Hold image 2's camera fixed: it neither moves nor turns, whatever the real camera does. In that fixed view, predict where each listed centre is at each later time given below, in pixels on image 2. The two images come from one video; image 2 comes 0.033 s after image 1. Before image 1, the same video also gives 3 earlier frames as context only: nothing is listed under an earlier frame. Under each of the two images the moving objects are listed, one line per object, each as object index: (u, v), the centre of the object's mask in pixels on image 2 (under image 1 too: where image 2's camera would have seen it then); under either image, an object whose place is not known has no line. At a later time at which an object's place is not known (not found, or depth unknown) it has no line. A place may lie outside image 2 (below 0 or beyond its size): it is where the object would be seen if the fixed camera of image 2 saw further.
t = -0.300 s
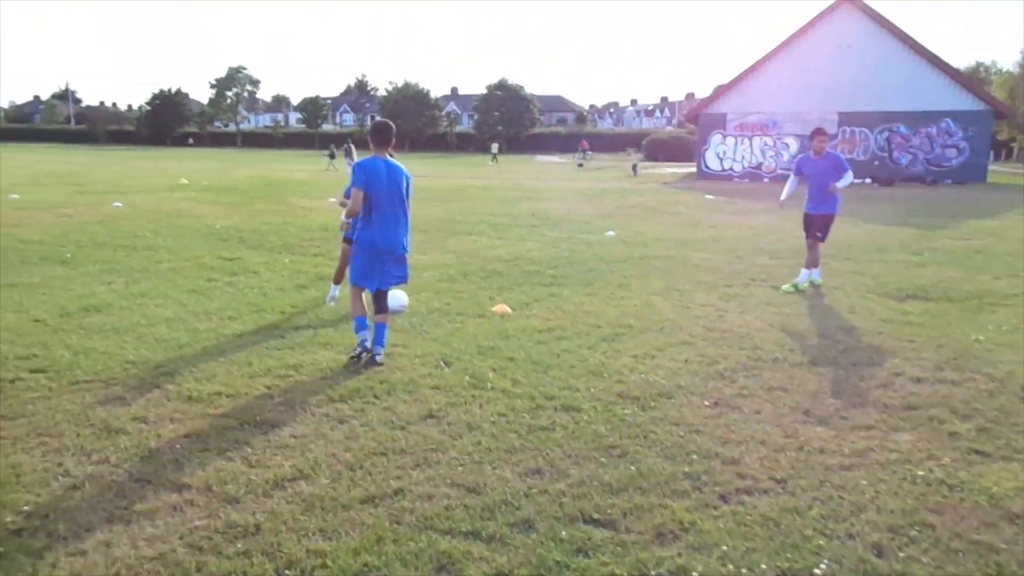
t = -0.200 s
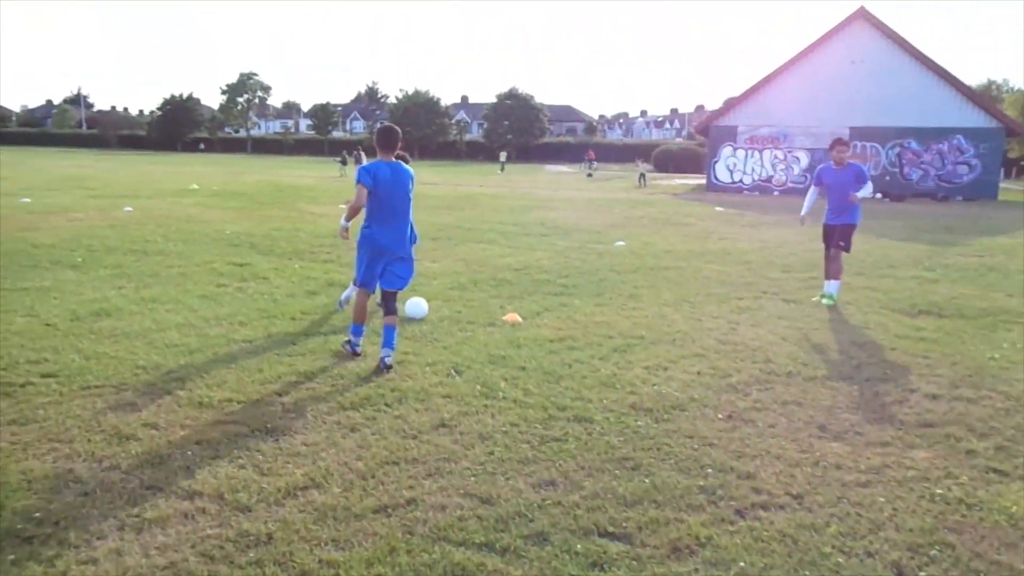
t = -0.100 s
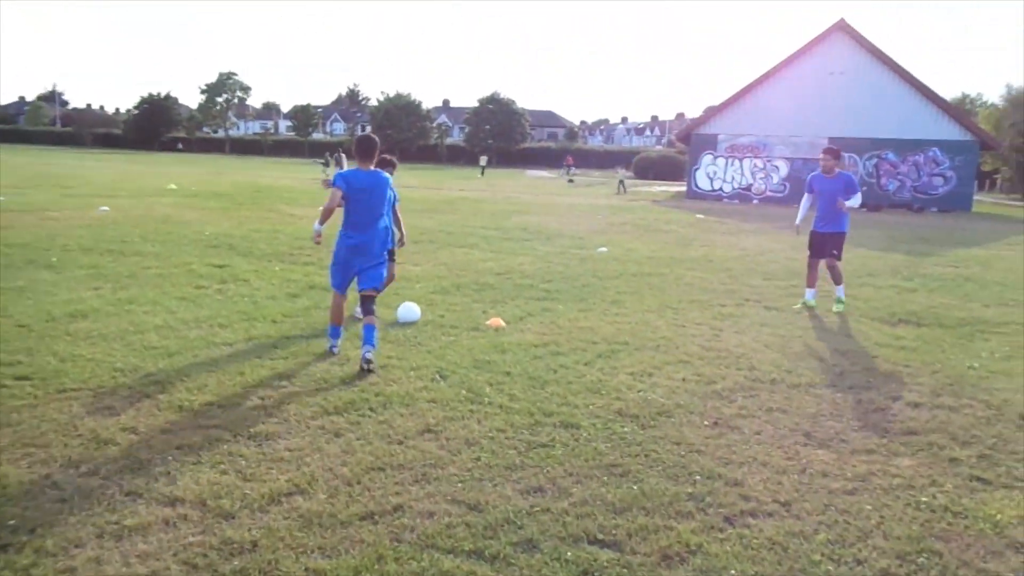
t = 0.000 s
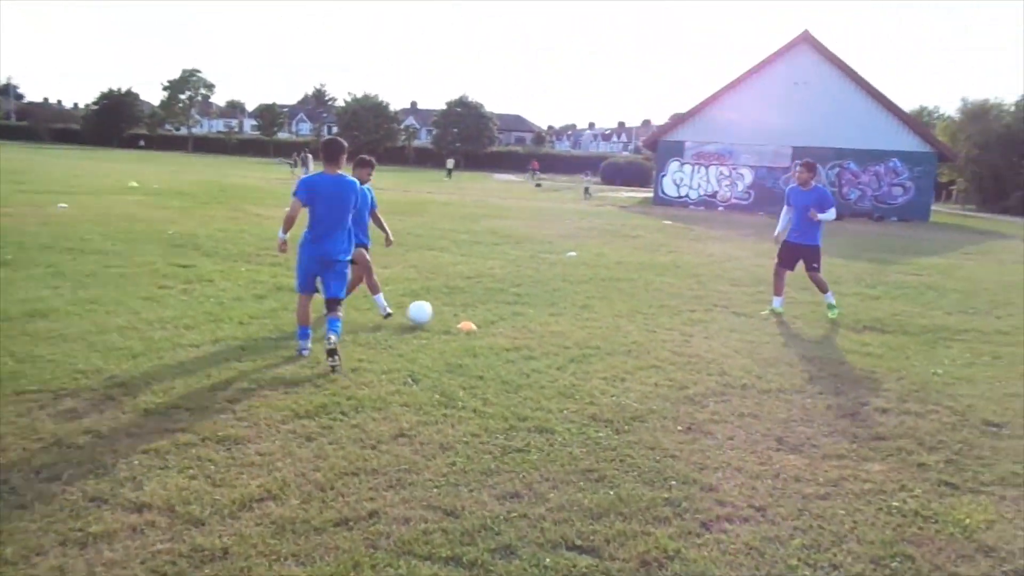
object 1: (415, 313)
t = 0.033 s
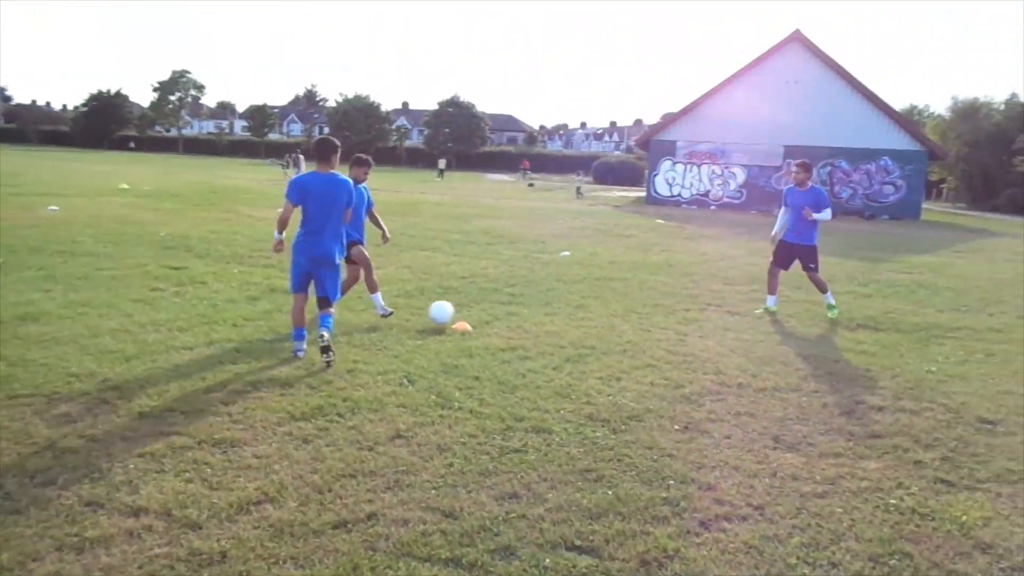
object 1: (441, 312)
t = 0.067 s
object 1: (467, 312)
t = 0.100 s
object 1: (492, 313)
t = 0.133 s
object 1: (517, 314)
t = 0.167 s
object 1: (541, 316)
